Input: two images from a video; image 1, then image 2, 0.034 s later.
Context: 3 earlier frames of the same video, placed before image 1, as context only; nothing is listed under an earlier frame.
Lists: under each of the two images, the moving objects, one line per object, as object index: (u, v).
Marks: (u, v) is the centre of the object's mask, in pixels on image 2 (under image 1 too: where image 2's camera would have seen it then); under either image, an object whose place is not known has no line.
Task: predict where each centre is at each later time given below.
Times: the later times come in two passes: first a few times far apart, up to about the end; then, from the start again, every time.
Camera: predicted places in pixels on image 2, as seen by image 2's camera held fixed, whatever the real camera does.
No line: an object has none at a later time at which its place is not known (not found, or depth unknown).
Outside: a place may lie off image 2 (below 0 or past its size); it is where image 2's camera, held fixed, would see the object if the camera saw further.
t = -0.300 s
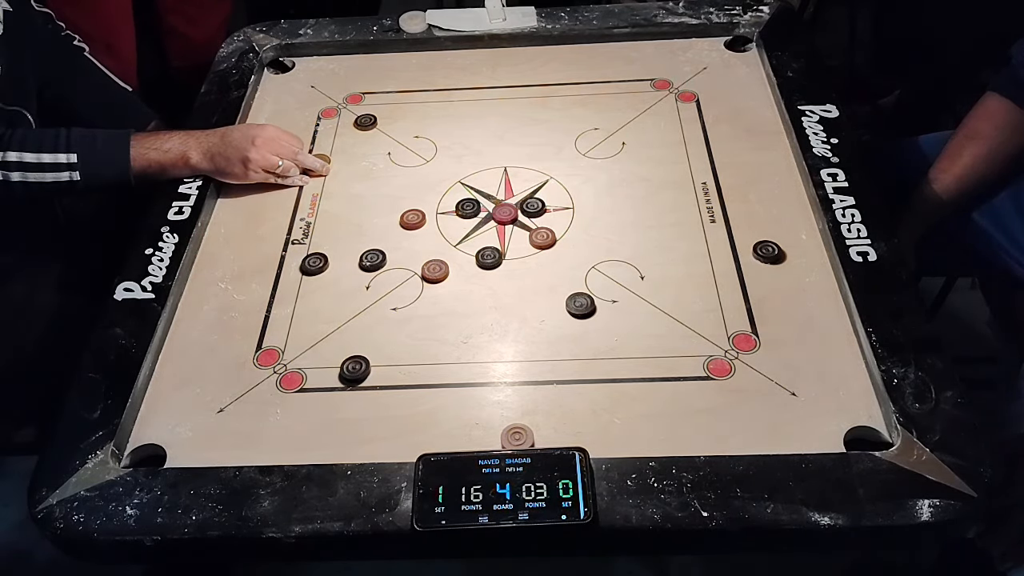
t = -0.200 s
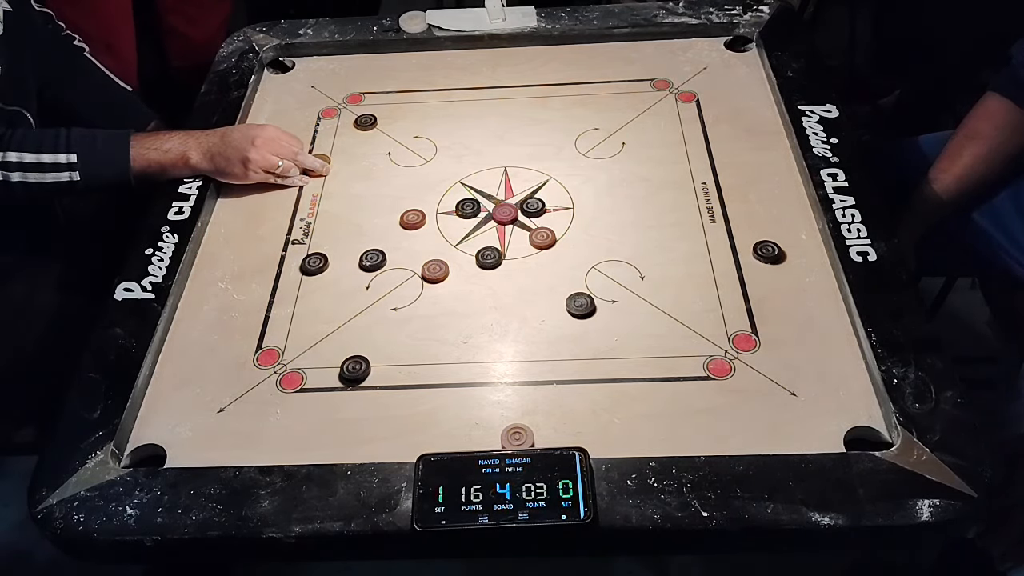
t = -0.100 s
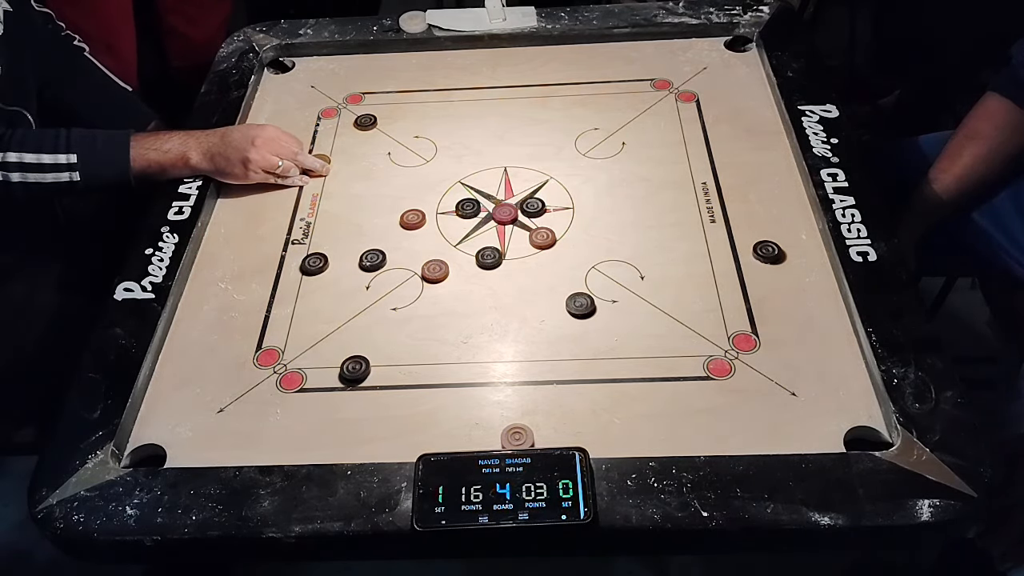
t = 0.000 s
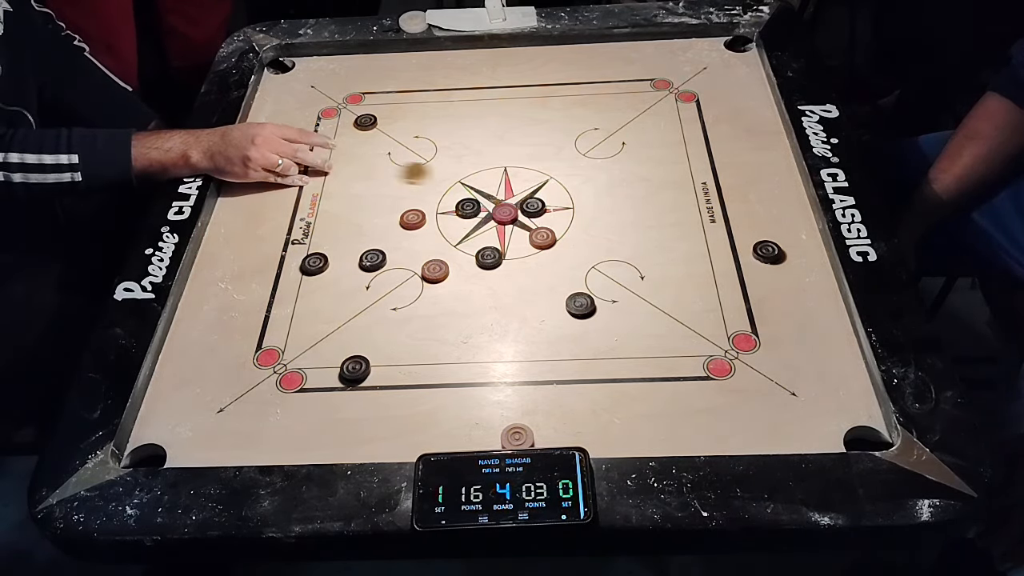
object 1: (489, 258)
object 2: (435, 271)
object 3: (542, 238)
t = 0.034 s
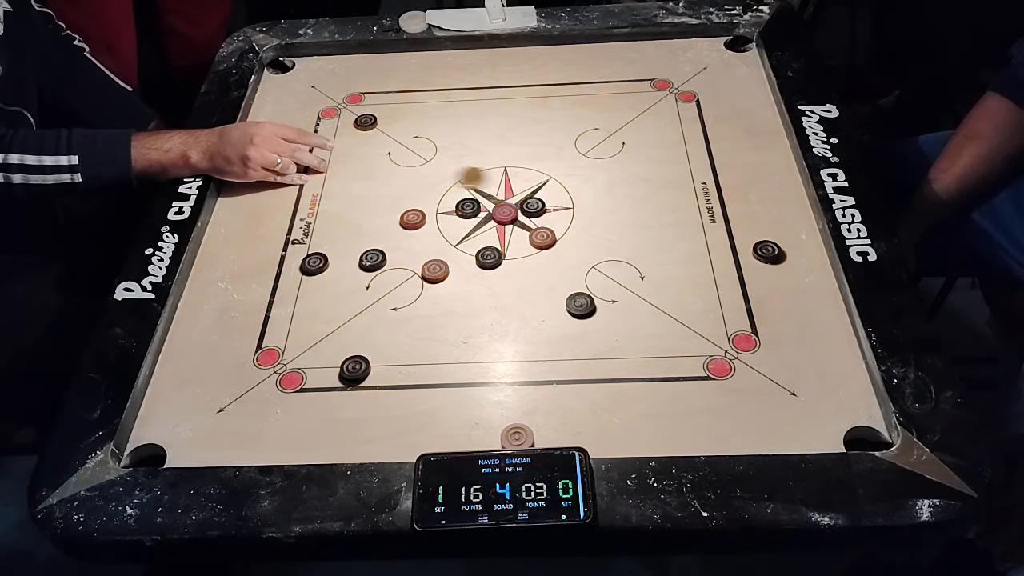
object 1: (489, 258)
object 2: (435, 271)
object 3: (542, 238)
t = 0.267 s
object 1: (488, 258)
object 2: (435, 271)
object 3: (542, 238)
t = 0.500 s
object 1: (448, 299)
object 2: (350, 285)
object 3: (469, 236)
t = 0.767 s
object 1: (429, 342)
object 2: (218, 325)
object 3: (383, 241)
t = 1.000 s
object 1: (429, 342)
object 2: (268, 337)
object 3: (383, 241)
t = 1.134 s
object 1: (429, 342)
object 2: (268, 337)
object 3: (383, 241)
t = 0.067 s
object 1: (489, 258)
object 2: (435, 271)
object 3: (542, 238)
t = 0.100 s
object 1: (489, 258)
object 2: (435, 271)
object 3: (542, 238)
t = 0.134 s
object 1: (489, 258)
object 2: (435, 271)
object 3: (542, 238)
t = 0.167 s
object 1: (489, 258)
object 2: (435, 271)
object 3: (542, 238)
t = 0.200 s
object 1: (489, 258)
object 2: (435, 271)
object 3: (542, 238)
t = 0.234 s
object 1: (489, 258)
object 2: (435, 271)
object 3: (542, 238)
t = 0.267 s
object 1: (488, 258)
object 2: (435, 271)
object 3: (542, 238)
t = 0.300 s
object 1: (489, 258)
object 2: (435, 271)
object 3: (542, 238)
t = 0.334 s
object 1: (489, 258)
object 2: (435, 271)
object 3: (542, 238)
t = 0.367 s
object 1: (489, 258)
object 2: (435, 271)
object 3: (542, 238)
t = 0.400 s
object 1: (486, 258)
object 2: (435, 271)
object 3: (511, 245)
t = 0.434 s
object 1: (460, 275)
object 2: (419, 273)
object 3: (502, 240)
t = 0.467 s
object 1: (454, 287)
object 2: (384, 280)
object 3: (489, 237)
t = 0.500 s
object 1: (448, 299)
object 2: (350, 285)
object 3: (469, 236)
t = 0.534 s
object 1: (443, 309)
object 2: (317, 291)
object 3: (450, 236)
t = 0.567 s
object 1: (439, 318)
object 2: (286, 296)
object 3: (433, 236)
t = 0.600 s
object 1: (436, 325)
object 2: (257, 302)
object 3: (418, 236)
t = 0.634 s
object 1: (433, 331)
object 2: (229, 307)
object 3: (406, 239)
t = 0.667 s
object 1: (431, 336)
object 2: (203, 311)
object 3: (396, 241)
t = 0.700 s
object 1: (429, 339)
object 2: (190, 316)
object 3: (388, 242)
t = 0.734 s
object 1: (429, 341)
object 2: (205, 321)
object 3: (385, 242)
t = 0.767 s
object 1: (429, 342)
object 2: (218, 325)
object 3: (383, 241)
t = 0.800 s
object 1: (429, 342)
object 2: (229, 328)
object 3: (383, 241)
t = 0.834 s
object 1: (429, 342)
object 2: (240, 331)
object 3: (383, 241)
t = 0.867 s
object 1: (429, 342)
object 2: (249, 333)
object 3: (383, 241)
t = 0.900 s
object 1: (429, 342)
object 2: (256, 335)
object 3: (383, 241)
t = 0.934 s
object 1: (429, 342)
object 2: (262, 336)
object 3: (383, 241)
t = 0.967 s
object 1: (429, 342)
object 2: (266, 336)
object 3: (383, 241)
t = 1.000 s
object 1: (429, 342)
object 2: (268, 337)
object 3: (383, 241)
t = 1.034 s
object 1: (429, 342)
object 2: (268, 337)
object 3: (383, 241)
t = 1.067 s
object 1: (429, 342)
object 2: (268, 337)
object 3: (383, 241)
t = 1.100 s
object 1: (429, 342)
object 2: (268, 337)
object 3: (383, 241)
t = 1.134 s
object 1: (429, 342)
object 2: (268, 337)
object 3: (383, 241)
